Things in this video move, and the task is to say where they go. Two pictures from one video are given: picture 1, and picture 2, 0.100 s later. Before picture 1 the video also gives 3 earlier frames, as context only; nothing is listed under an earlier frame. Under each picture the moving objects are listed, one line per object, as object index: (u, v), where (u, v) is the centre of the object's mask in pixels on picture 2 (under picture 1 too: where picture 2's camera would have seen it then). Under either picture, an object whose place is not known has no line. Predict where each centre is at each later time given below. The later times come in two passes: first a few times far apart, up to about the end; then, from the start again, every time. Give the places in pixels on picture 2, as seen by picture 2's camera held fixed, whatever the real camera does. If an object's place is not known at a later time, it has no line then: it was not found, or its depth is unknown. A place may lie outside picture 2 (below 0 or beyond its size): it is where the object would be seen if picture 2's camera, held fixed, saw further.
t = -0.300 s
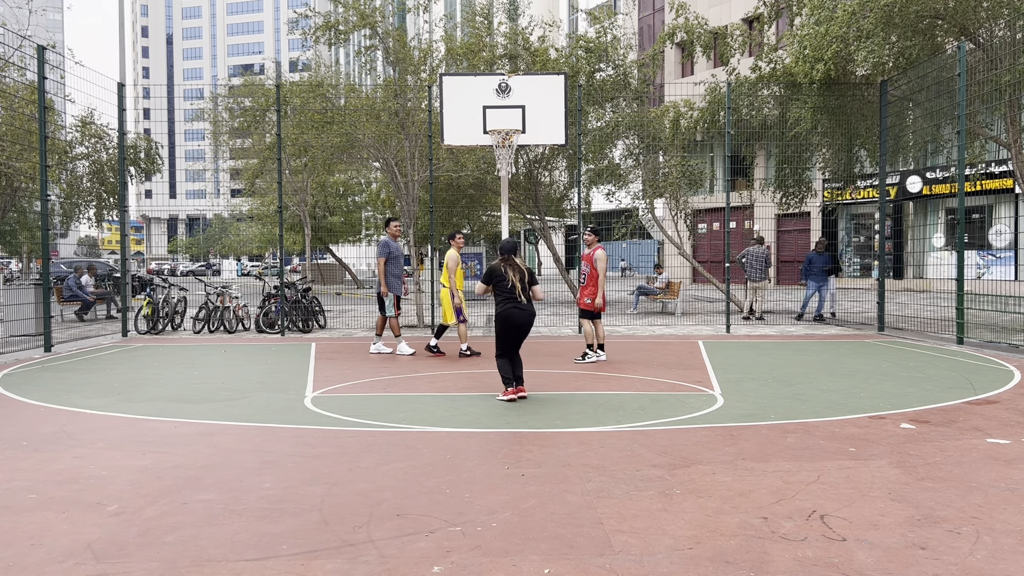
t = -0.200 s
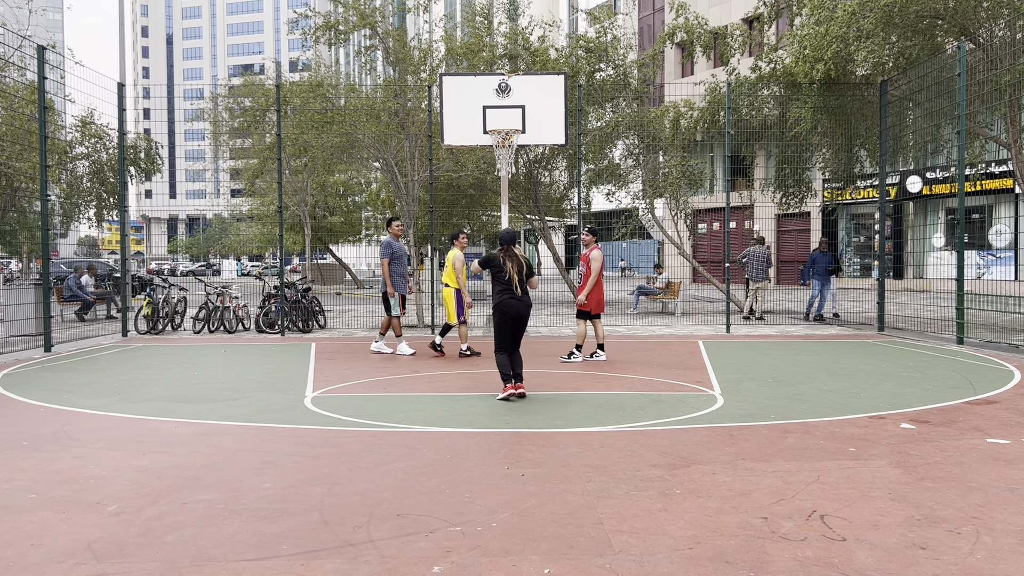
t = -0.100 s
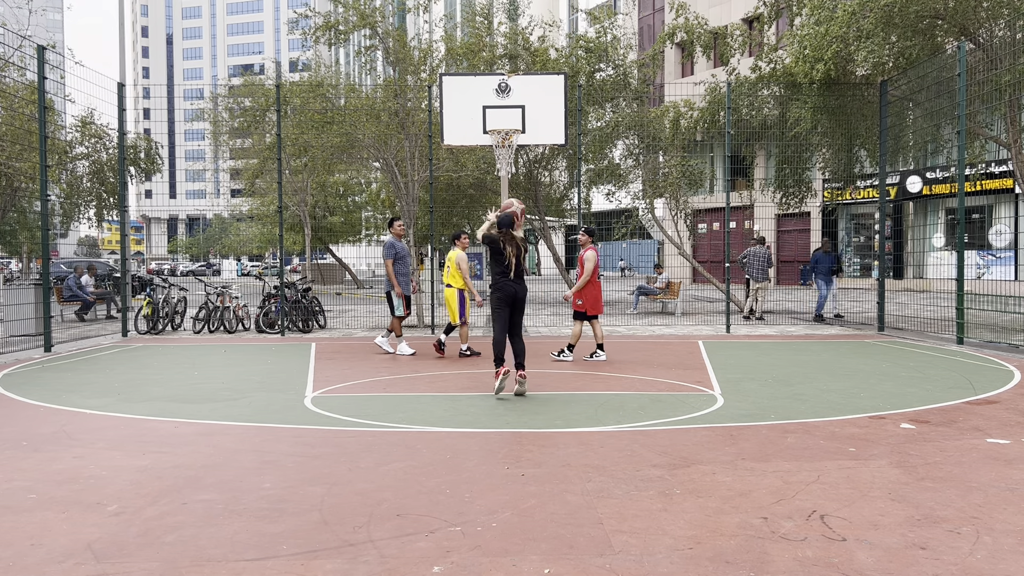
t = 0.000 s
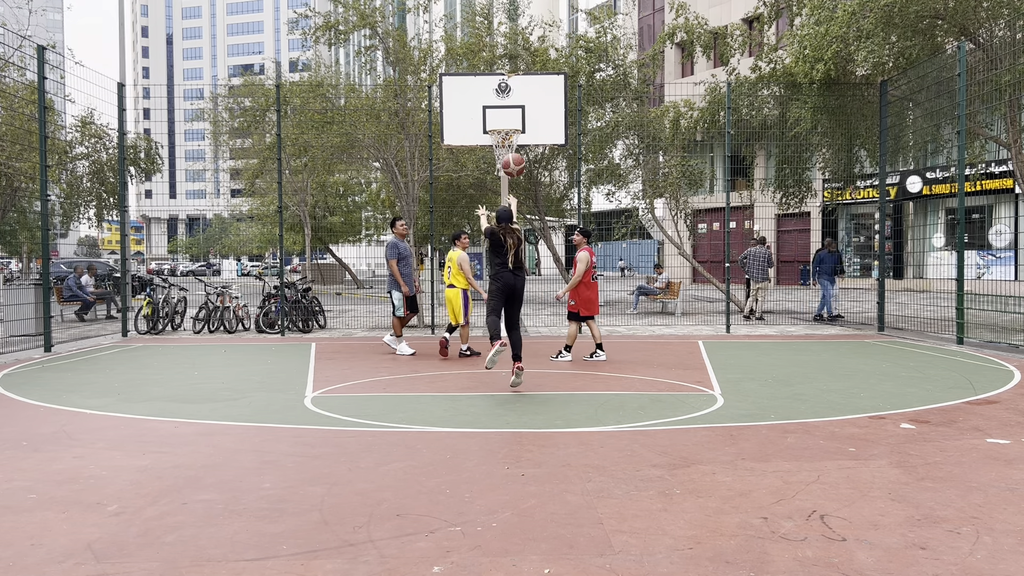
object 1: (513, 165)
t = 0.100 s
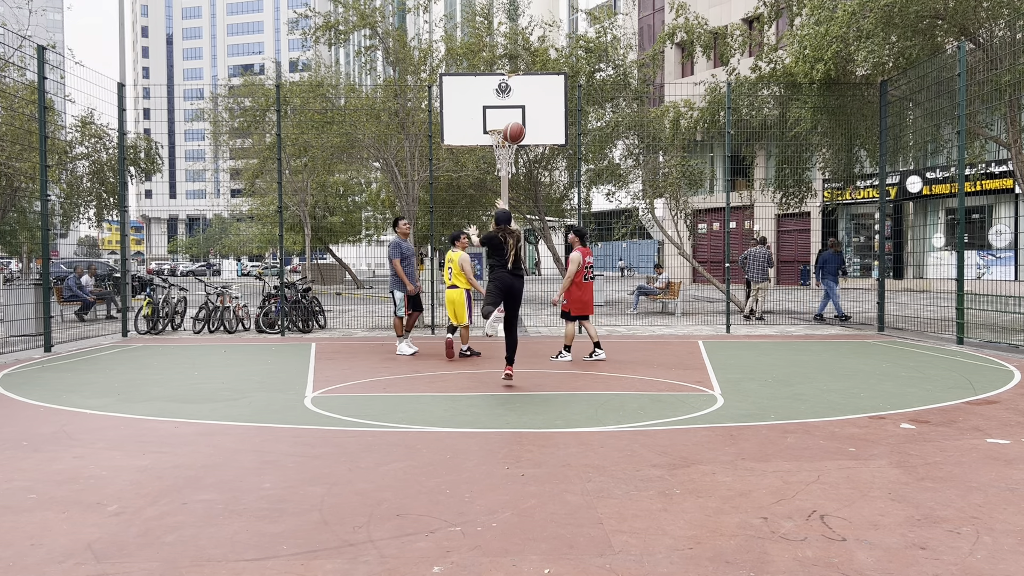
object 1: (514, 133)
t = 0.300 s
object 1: (515, 104)
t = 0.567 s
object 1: (517, 119)
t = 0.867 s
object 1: (569, 107)
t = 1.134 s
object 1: (624, 143)
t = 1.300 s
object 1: (661, 196)
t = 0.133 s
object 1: (514, 125)
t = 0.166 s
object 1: (514, 118)
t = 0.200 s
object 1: (514, 113)
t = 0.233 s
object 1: (515, 109)
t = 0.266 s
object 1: (515, 106)
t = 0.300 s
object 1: (515, 104)
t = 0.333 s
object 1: (515, 103)
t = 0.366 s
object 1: (516, 102)
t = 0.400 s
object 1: (516, 103)
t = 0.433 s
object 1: (516, 105)
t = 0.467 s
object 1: (516, 107)
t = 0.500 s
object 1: (517, 110)
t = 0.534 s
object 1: (517, 114)
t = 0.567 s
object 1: (517, 119)
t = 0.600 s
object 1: (517, 124)
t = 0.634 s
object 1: (523, 120)
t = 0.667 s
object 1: (529, 116)
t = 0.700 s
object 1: (536, 113)
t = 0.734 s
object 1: (542, 110)
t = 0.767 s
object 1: (549, 108)
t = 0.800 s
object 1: (555, 107)
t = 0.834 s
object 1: (562, 106)
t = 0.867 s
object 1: (569, 107)
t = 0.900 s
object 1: (575, 108)
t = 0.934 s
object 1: (583, 110)
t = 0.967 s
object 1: (589, 114)
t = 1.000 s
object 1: (596, 118)
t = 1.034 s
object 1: (603, 123)
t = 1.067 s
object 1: (610, 129)
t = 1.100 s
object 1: (617, 135)
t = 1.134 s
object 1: (624, 143)
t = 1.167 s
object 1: (632, 151)
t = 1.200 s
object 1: (639, 161)
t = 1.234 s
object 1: (647, 171)
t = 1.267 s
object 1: (654, 183)
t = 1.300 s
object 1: (661, 196)
